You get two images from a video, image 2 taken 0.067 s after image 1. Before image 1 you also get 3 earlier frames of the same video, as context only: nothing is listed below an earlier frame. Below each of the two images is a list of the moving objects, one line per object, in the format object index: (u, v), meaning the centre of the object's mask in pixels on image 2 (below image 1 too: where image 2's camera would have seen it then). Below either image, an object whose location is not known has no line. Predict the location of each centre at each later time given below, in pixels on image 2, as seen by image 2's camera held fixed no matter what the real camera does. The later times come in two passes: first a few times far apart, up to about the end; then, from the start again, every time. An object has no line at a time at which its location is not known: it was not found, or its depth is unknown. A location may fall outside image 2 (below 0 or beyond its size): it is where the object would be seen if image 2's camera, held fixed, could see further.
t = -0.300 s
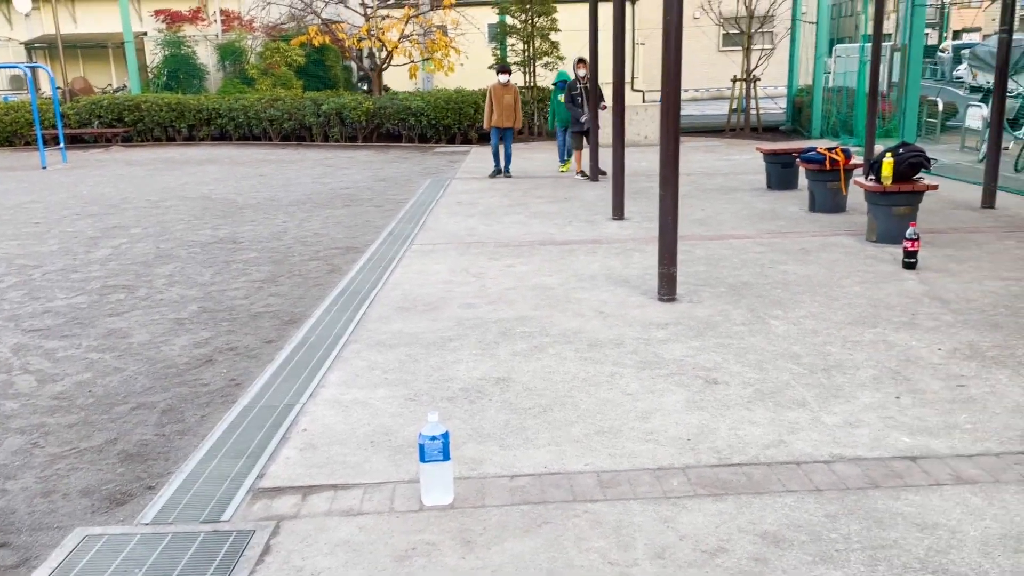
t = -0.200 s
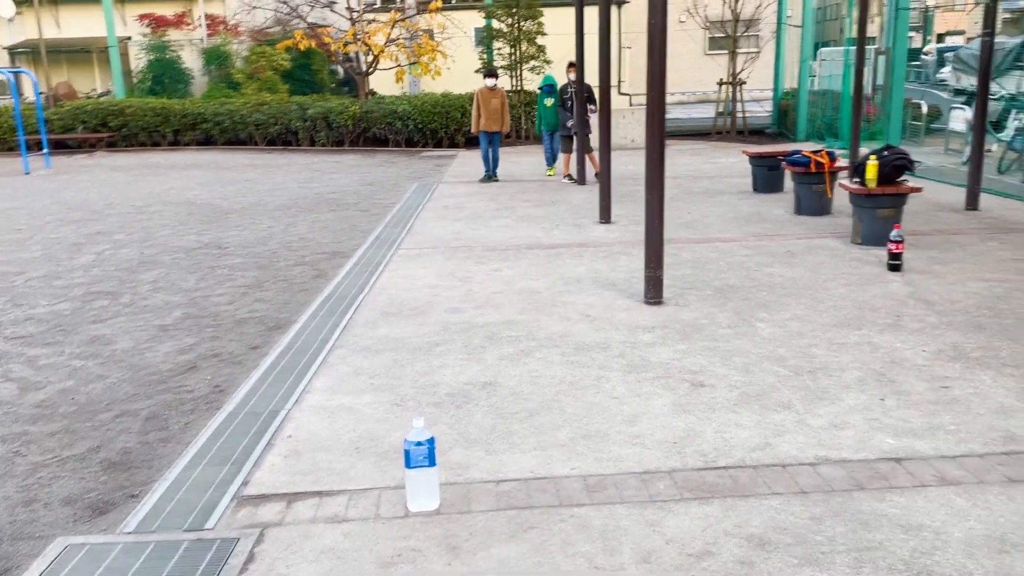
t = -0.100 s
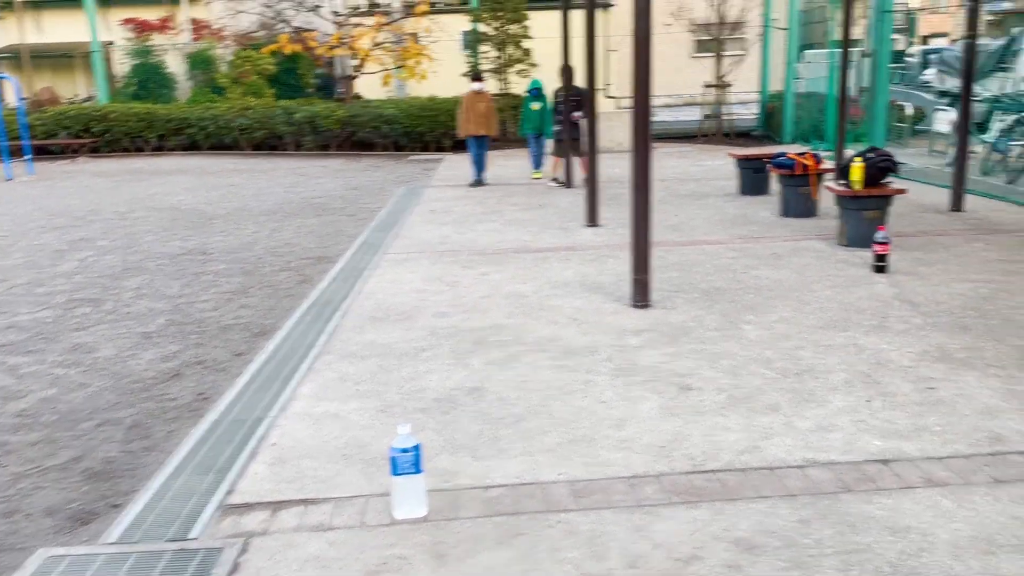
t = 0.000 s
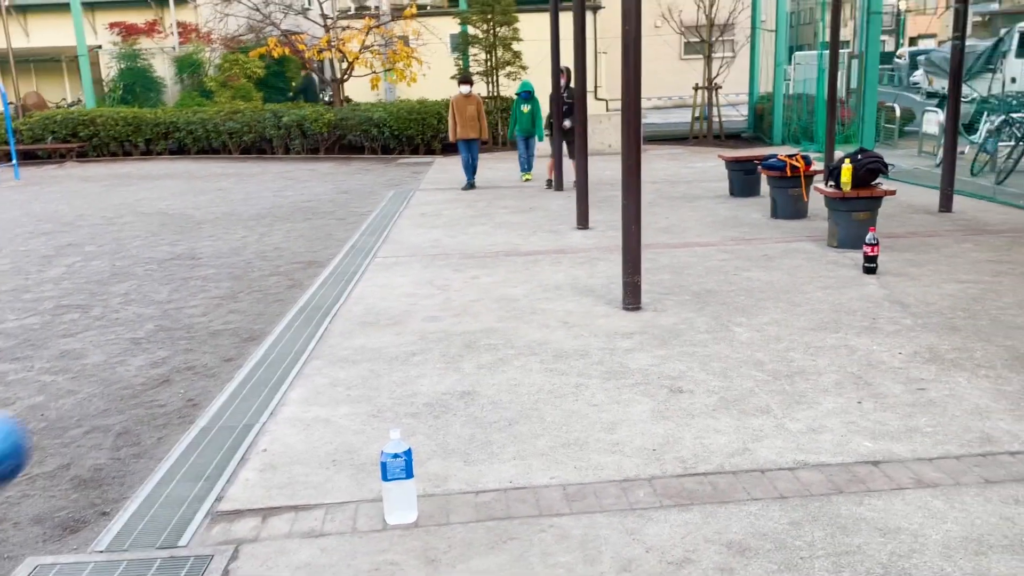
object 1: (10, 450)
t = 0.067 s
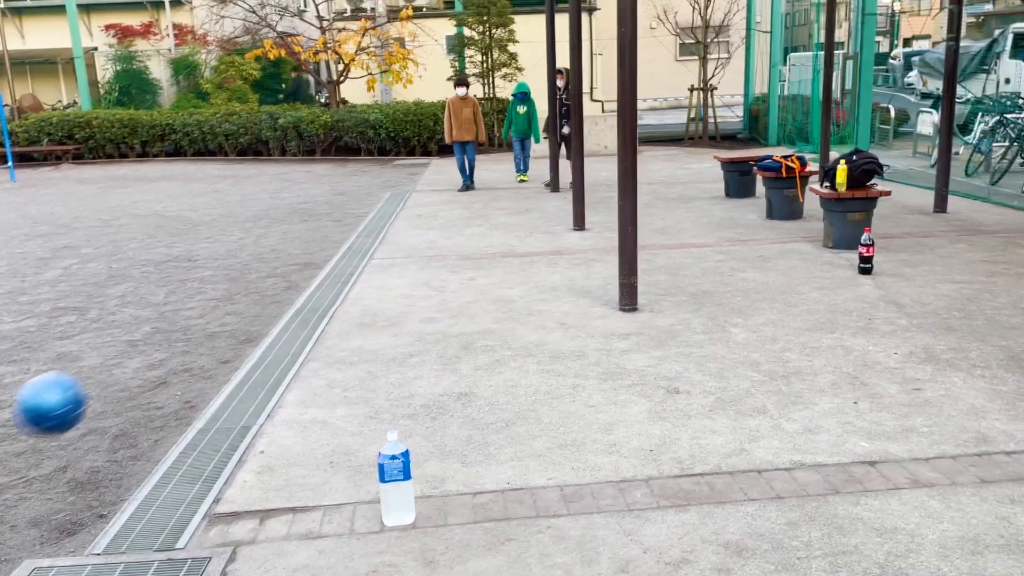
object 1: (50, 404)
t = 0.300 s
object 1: (171, 336)
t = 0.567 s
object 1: (214, 266)
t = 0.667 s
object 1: (229, 272)
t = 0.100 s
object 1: (77, 389)
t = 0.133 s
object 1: (101, 378)
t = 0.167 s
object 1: (121, 372)
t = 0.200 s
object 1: (138, 369)
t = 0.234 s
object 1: (155, 368)
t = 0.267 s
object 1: (165, 359)
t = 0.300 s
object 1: (171, 336)
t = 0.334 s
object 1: (177, 318)
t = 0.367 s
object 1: (183, 304)
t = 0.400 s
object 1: (188, 291)
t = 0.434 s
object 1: (194, 282)
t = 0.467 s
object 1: (199, 275)
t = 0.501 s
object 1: (204, 270)
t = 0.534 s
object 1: (209, 267)
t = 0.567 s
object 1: (214, 266)
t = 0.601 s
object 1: (219, 266)
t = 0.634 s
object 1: (224, 269)
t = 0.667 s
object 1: (229, 272)
